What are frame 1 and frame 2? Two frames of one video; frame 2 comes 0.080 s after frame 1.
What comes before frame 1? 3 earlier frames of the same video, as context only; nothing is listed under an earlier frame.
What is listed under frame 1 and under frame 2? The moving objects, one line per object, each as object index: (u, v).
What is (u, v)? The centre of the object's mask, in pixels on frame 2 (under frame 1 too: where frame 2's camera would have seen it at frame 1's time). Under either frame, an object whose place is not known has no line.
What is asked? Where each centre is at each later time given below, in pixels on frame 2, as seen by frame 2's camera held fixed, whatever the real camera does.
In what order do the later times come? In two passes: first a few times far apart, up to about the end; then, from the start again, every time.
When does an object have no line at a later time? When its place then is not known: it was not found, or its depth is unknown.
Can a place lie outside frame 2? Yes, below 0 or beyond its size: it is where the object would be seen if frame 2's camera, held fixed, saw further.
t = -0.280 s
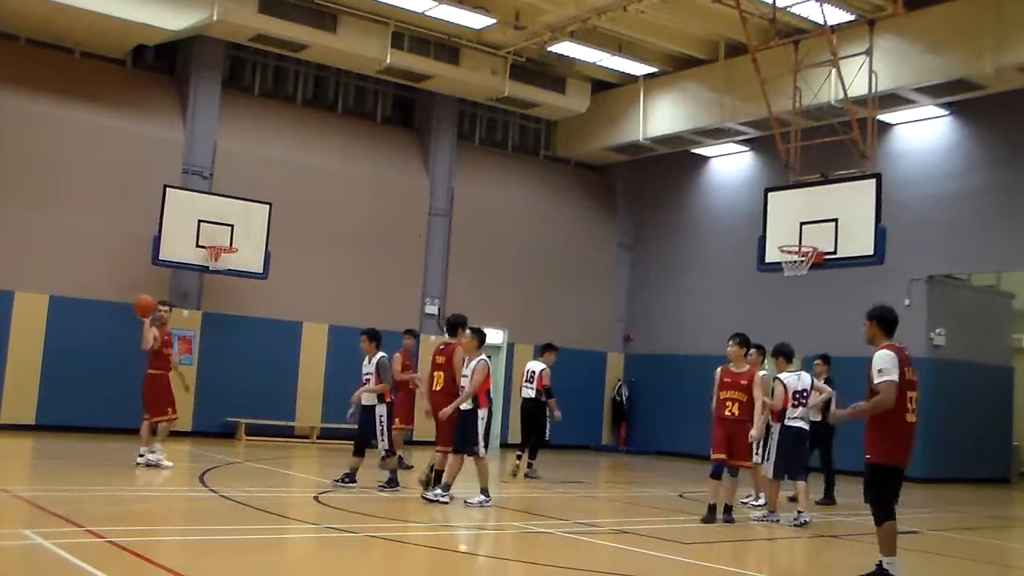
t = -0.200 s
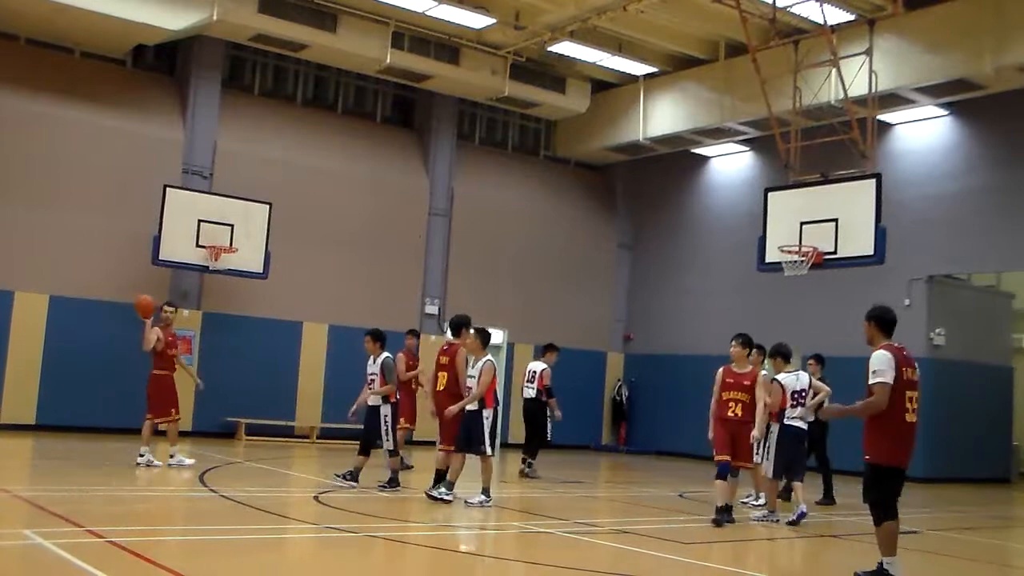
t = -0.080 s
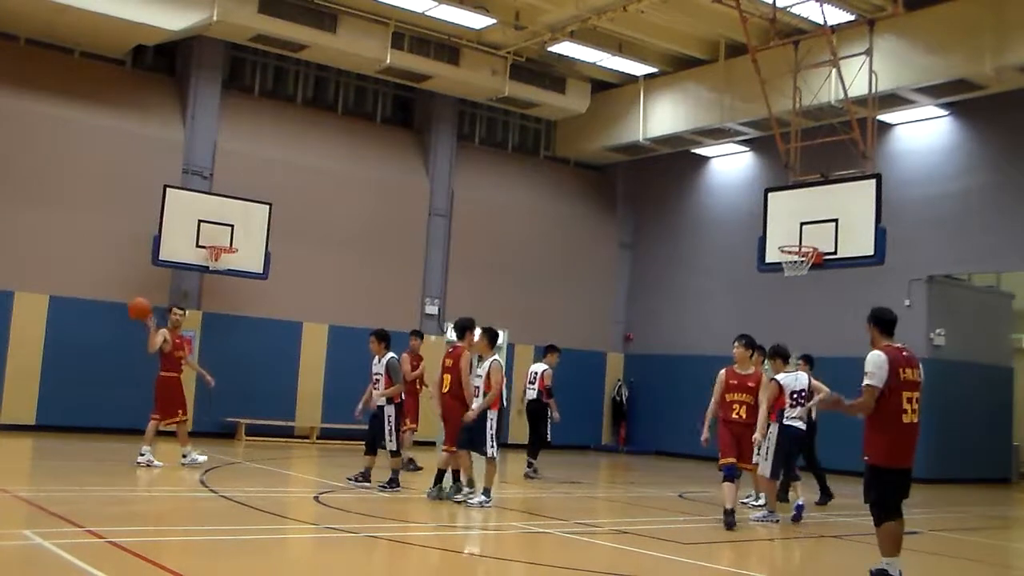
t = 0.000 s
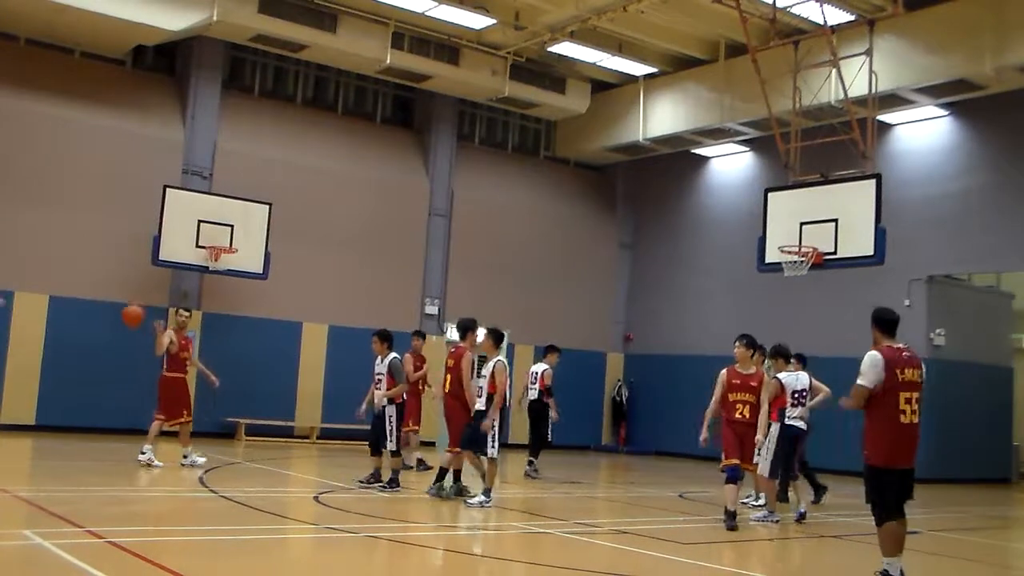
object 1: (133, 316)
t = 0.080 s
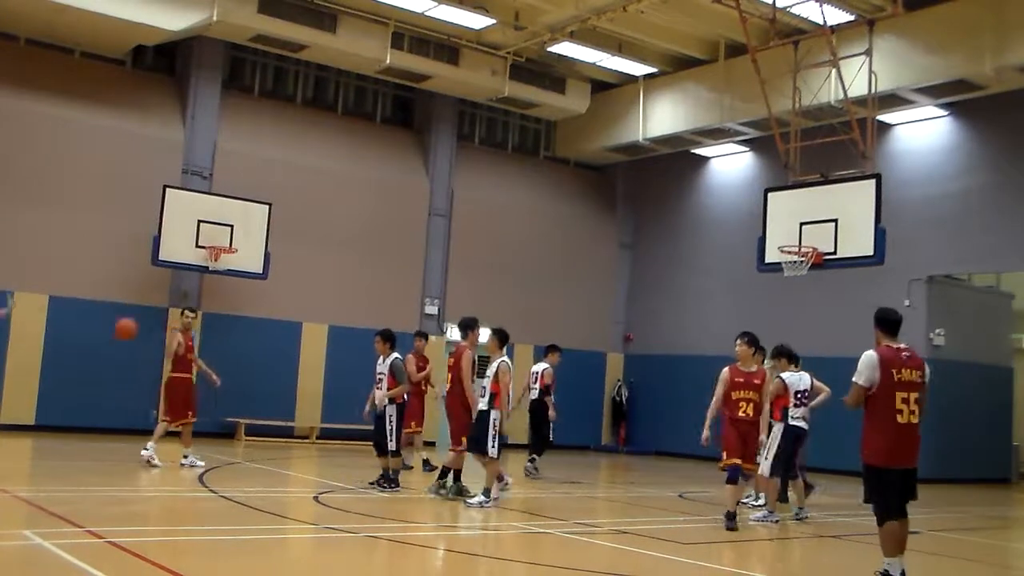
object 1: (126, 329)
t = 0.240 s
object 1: (109, 375)
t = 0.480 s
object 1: (86, 437)
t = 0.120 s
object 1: (122, 338)
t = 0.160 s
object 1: (118, 348)
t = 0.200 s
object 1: (114, 361)
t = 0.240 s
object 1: (109, 375)
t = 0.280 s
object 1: (105, 390)
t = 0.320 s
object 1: (99, 409)
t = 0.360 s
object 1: (94, 425)
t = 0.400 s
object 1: (90, 447)
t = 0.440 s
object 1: (87, 456)
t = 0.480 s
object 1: (86, 437)
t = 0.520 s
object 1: (86, 421)
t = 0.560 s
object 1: (85, 409)
